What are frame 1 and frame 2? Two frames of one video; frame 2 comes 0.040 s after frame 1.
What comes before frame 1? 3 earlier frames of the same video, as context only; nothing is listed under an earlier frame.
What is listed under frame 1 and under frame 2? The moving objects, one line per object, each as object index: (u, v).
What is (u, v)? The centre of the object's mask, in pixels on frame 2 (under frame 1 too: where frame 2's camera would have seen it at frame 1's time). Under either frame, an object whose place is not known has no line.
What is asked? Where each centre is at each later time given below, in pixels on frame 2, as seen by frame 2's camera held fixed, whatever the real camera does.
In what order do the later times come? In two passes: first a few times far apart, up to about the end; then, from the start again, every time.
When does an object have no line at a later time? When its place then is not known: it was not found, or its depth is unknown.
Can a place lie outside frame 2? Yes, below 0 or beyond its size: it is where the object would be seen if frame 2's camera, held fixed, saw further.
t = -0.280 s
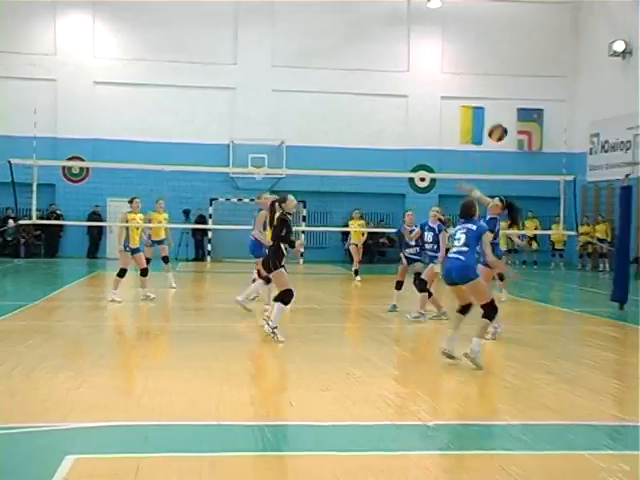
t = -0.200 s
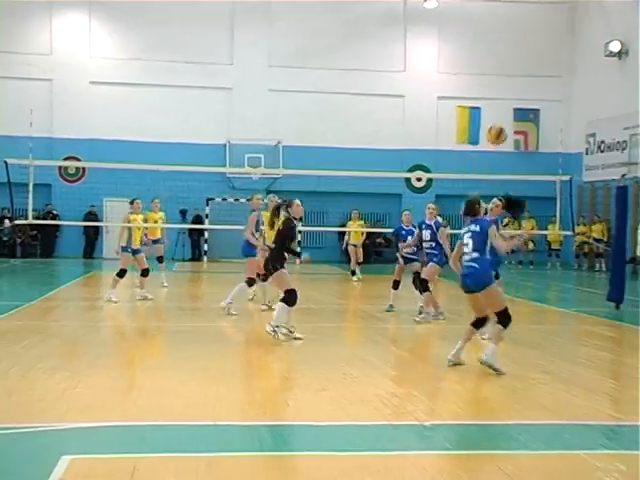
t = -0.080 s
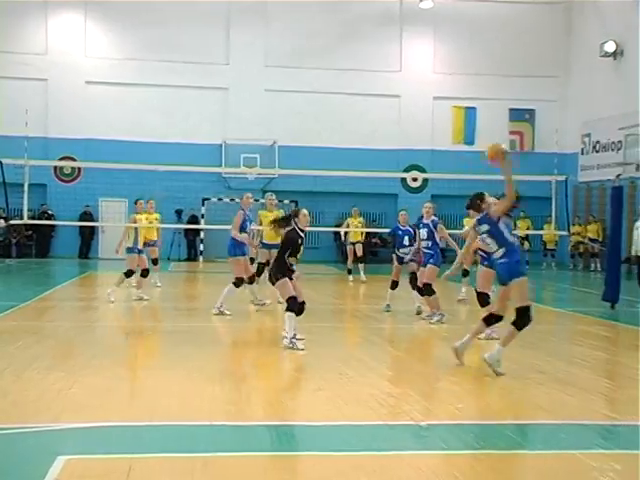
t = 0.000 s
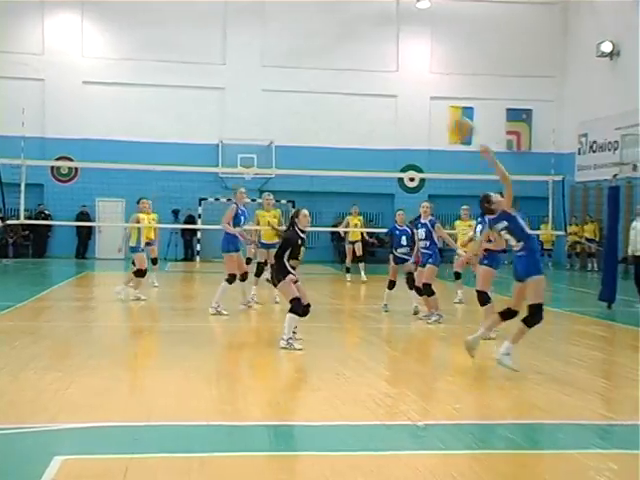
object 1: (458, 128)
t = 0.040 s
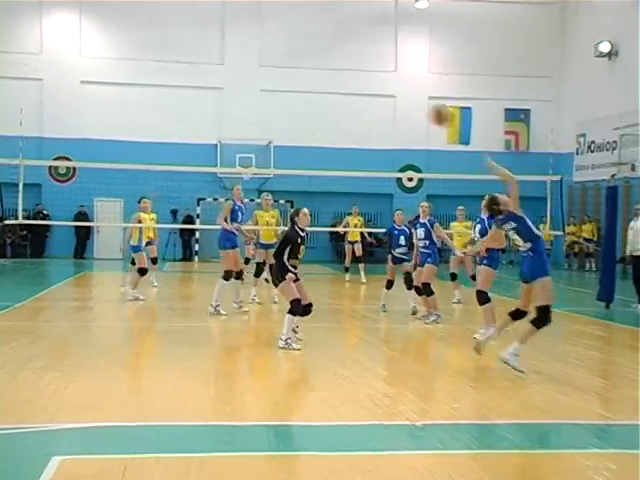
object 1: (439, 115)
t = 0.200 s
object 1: (362, 77)
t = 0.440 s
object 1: (229, 77)
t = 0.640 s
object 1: (111, 135)
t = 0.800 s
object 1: (16, 227)
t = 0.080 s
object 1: (421, 103)
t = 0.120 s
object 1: (401, 93)
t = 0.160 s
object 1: (382, 84)
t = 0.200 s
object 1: (362, 77)
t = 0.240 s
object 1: (340, 72)
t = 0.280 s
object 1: (318, 69)
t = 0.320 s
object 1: (295, 68)
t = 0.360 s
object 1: (274, 70)
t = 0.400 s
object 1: (251, 73)
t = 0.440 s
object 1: (229, 77)
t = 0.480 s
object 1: (206, 84)
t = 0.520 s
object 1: (183, 93)
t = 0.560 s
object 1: (160, 104)
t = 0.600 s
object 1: (136, 118)
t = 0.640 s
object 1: (111, 135)
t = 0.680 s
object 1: (86, 154)
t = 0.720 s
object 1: (63, 172)
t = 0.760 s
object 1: (38, 197)
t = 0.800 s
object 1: (16, 227)
